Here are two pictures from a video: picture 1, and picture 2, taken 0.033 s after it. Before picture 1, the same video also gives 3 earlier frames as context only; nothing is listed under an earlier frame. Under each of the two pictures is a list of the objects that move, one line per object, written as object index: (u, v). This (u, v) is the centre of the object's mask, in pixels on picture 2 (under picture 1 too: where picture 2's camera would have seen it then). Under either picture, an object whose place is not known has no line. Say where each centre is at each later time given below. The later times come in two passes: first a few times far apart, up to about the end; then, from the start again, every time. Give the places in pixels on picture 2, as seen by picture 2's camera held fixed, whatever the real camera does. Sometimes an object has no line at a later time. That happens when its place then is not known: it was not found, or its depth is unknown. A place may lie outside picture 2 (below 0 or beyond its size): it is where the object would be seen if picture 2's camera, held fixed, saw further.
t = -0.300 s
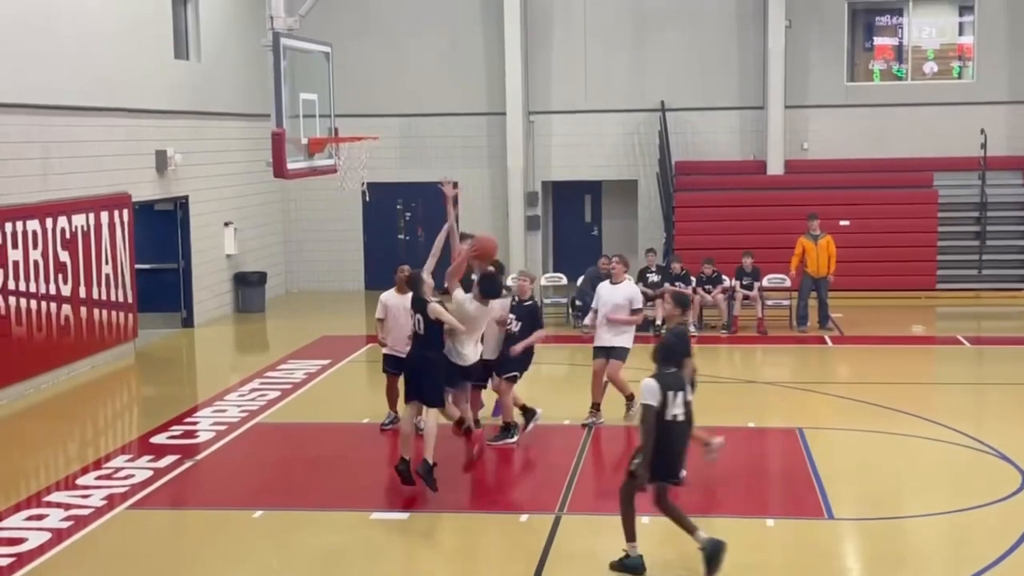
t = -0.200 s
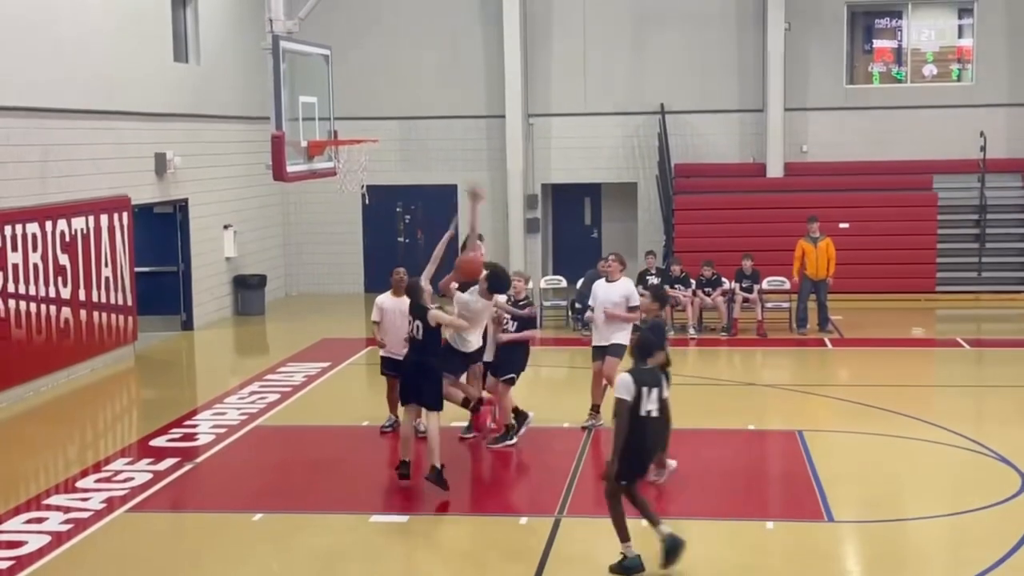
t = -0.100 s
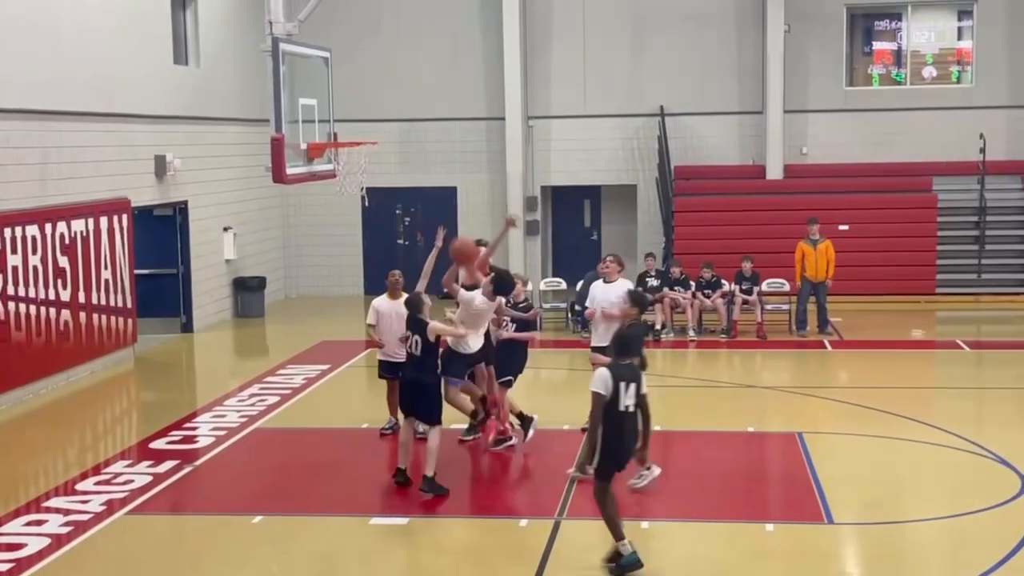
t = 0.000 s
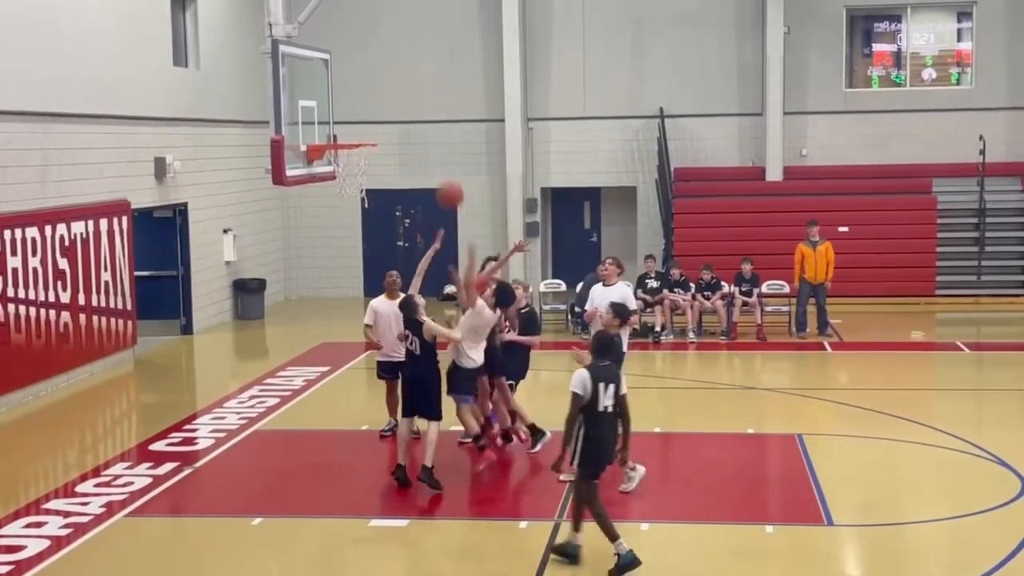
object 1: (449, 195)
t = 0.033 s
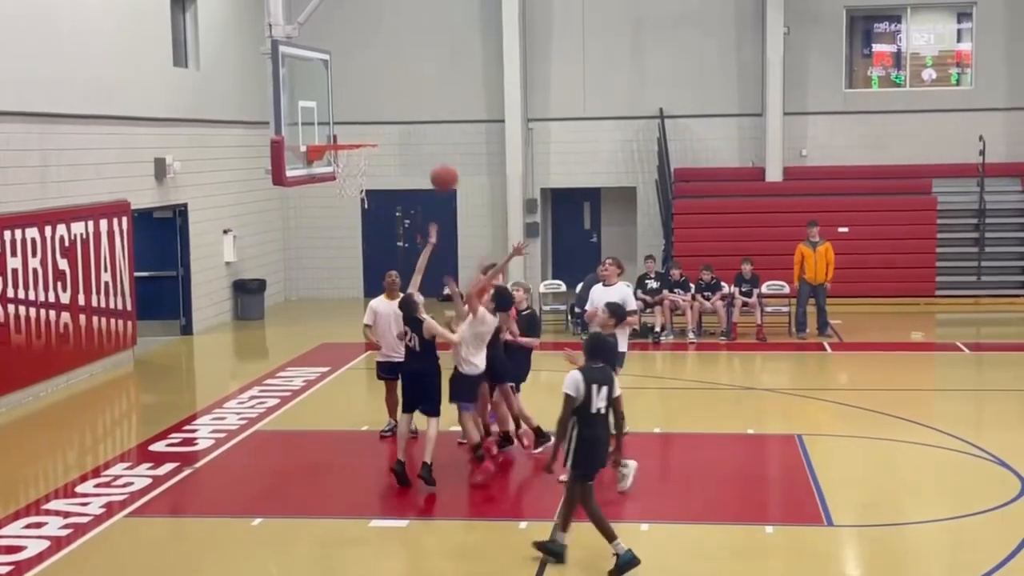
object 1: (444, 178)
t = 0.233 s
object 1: (414, 102)
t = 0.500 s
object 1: (377, 75)
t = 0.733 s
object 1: (349, 114)
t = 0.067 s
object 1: (439, 162)
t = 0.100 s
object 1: (434, 147)
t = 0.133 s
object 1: (428, 134)
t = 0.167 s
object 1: (423, 122)
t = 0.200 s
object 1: (418, 112)
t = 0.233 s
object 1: (414, 102)
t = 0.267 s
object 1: (409, 94)
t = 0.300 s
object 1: (404, 88)
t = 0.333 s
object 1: (399, 83)
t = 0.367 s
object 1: (395, 79)
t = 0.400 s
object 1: (390, 76)
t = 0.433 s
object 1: (386, 74)
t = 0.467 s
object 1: (382, 74)
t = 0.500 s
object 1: (377, 75)
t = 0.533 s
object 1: (373, 77)
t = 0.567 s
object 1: (369, 80)
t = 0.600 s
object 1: (365, 85)
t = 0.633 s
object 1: (361, 90)
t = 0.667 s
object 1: (357, 98)
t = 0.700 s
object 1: (353, 105)
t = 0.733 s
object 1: (349, 114)
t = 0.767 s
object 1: (346, 125)
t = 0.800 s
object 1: (342, 134)
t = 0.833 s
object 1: (342, 135)
